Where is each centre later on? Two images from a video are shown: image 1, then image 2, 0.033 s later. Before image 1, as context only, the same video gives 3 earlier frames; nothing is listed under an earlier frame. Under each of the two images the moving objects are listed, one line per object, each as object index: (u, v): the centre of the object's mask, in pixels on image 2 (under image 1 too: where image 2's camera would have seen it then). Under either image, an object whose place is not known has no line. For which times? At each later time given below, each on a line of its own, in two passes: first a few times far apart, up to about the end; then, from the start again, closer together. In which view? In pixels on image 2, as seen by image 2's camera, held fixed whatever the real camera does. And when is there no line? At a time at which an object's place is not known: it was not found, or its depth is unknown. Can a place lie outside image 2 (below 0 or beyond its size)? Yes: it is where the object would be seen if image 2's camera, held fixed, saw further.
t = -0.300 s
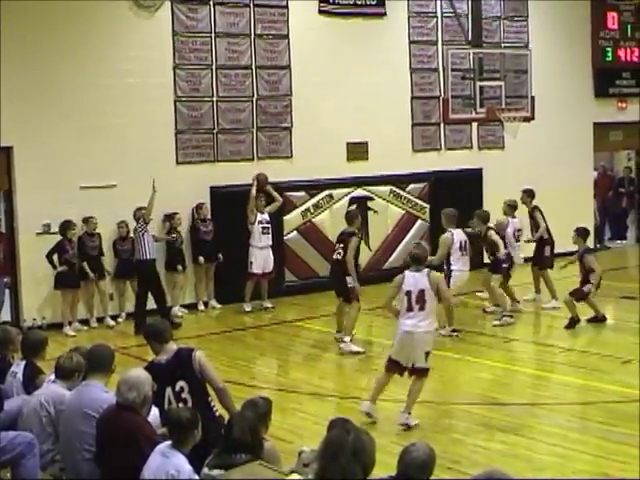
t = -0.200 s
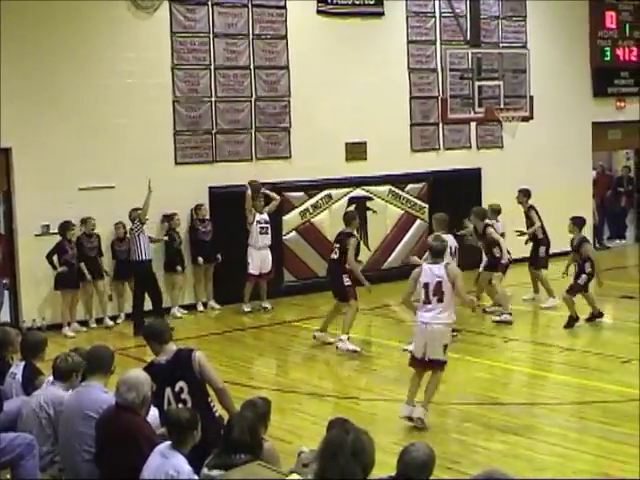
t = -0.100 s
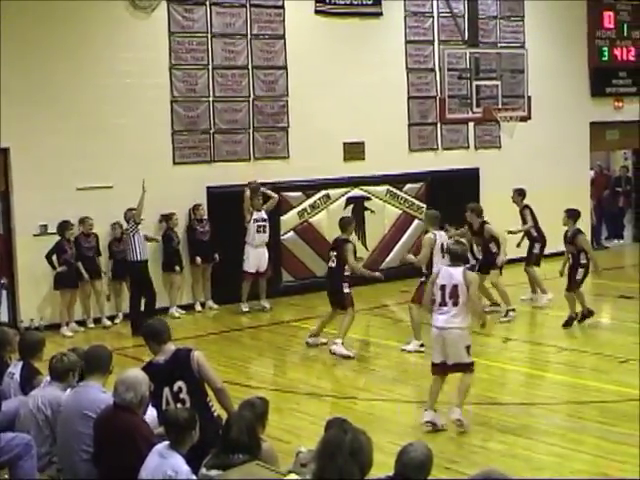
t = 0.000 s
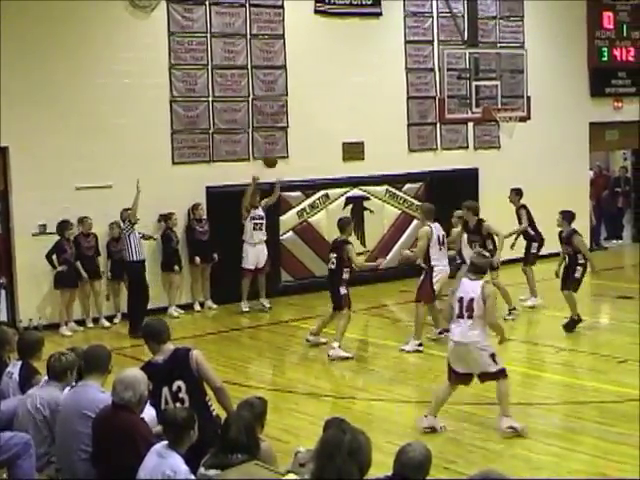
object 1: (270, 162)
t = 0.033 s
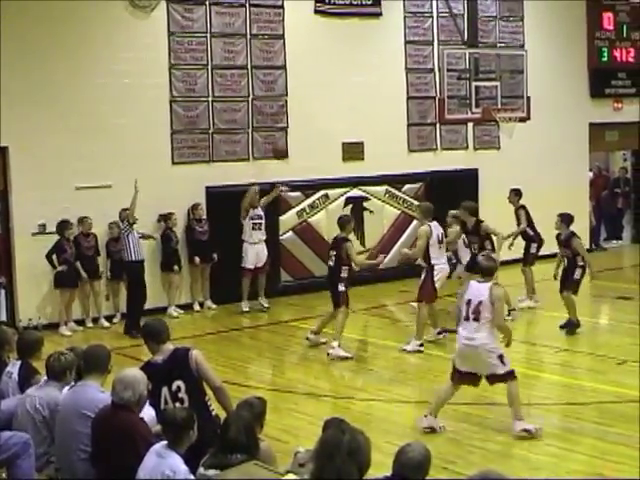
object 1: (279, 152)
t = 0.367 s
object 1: (396, 88)
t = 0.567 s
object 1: (488, 85)
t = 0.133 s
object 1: (310, 127)
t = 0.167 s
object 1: (321, 119)
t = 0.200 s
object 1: (333, 113)
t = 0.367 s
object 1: (396, 88)
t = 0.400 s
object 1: (410, 85)
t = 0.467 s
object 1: (439, 81)
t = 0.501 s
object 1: (455, 83)
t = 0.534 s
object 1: (470, 82)
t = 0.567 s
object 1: (488, 85)
